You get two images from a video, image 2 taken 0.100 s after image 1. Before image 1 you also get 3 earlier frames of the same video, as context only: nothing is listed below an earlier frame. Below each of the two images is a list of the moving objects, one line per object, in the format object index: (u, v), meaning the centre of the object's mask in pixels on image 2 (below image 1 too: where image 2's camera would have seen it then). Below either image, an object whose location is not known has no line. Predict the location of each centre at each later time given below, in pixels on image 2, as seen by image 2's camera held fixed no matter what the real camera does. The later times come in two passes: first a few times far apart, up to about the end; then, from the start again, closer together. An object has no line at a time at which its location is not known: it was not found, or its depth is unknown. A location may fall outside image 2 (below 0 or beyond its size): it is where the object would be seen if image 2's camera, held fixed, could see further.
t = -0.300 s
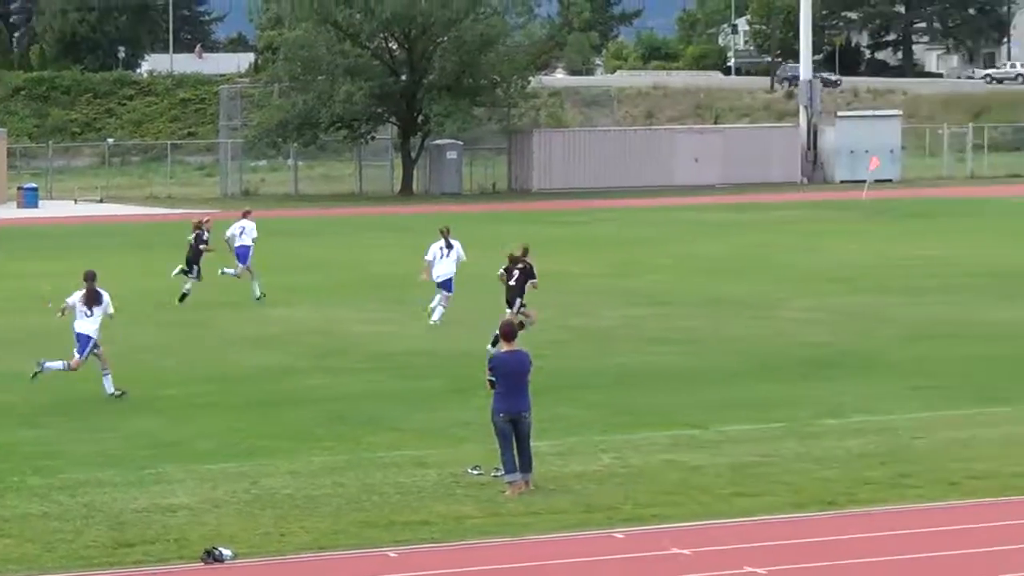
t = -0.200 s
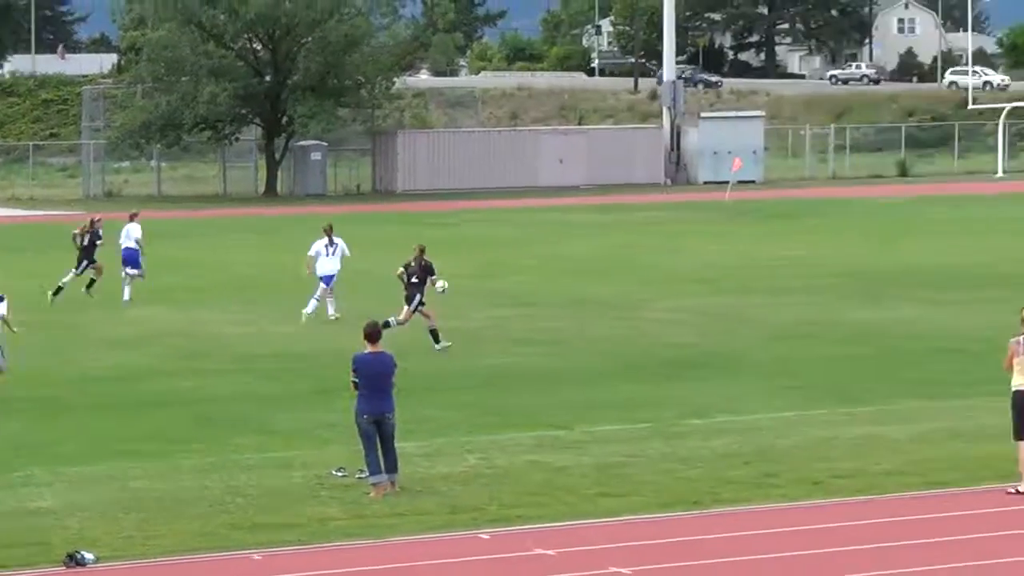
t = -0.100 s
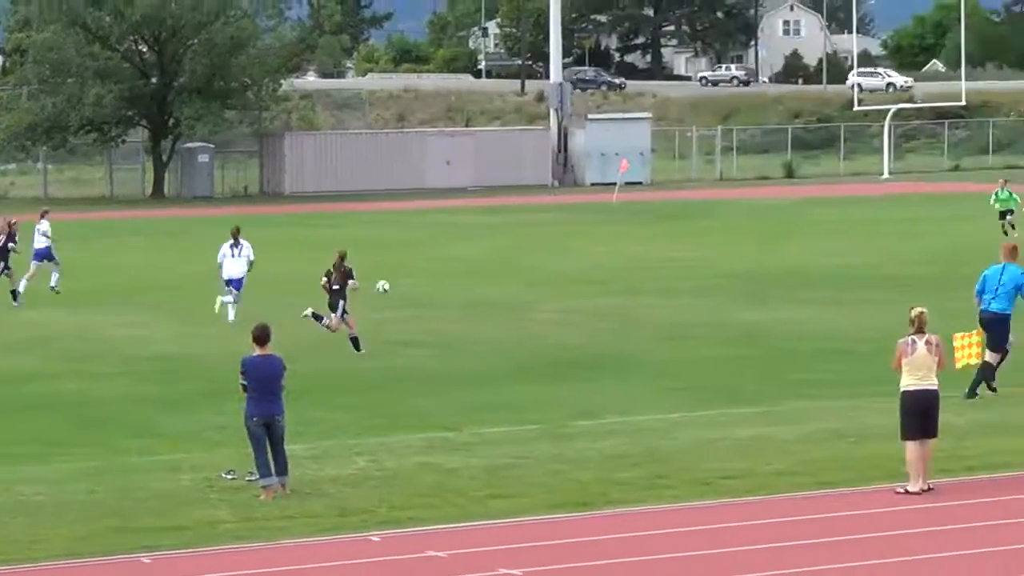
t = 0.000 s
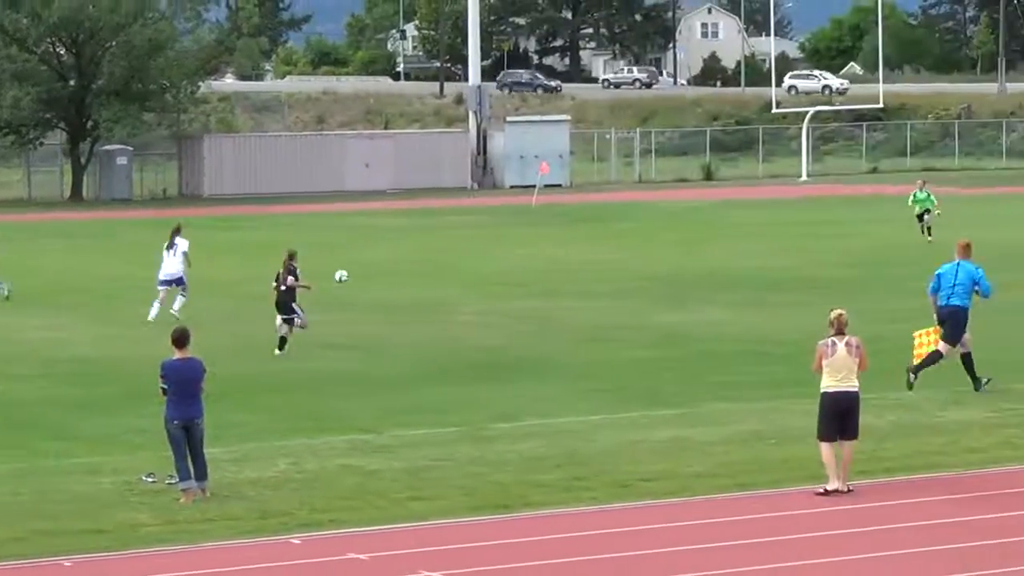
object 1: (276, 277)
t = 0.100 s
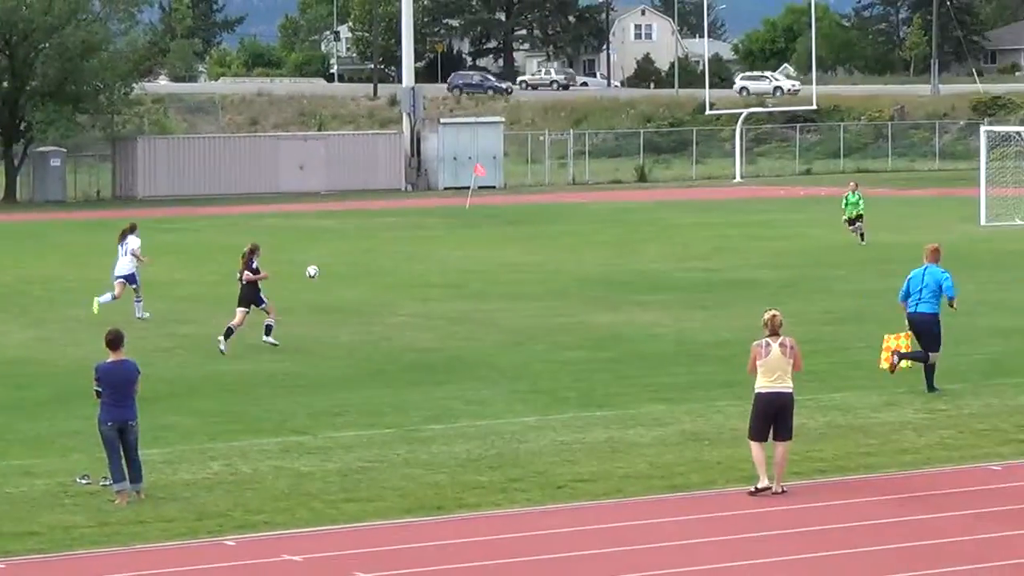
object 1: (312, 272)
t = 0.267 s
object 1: (372, 274)
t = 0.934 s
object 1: (530, 269)
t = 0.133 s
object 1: (324, 271)
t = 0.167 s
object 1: (337, 271)
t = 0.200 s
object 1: (349, 271)
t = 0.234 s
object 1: (360, 273)
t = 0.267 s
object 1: (372, 274)
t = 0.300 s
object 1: (383, 277)
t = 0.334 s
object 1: (393, 281)
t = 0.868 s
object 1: (517, 272)
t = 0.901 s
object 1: (524, 270)
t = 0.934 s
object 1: (530, 269)
